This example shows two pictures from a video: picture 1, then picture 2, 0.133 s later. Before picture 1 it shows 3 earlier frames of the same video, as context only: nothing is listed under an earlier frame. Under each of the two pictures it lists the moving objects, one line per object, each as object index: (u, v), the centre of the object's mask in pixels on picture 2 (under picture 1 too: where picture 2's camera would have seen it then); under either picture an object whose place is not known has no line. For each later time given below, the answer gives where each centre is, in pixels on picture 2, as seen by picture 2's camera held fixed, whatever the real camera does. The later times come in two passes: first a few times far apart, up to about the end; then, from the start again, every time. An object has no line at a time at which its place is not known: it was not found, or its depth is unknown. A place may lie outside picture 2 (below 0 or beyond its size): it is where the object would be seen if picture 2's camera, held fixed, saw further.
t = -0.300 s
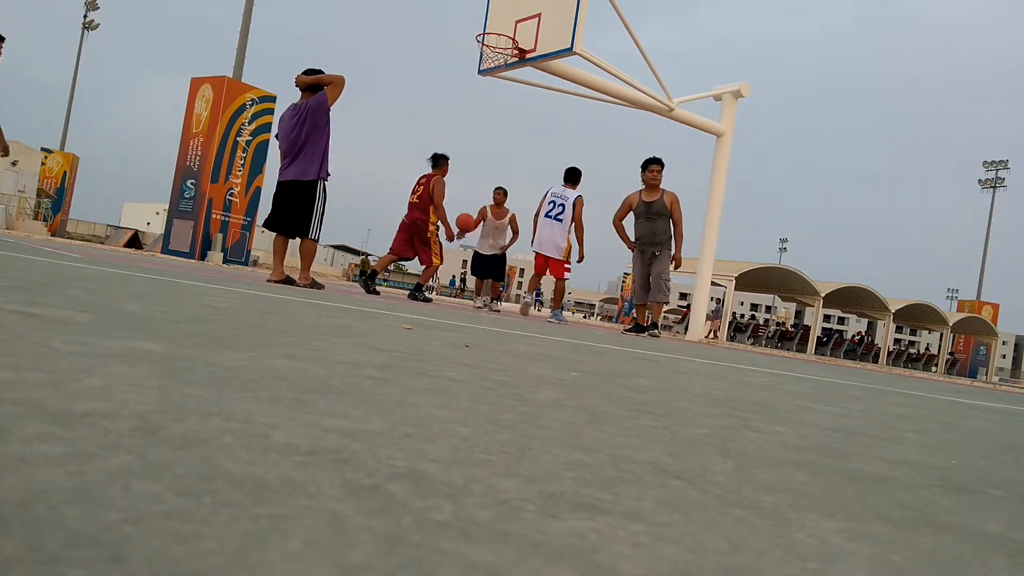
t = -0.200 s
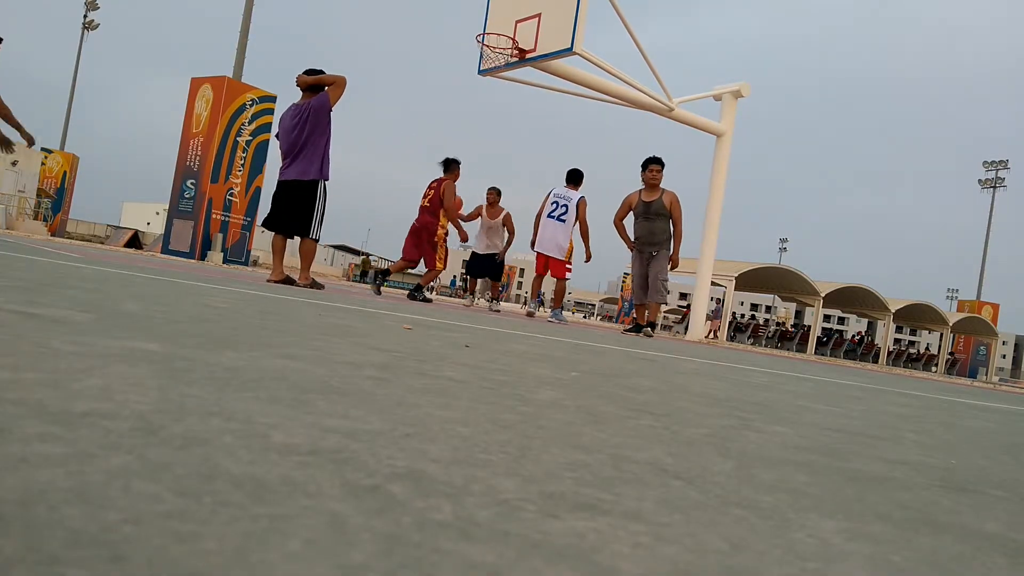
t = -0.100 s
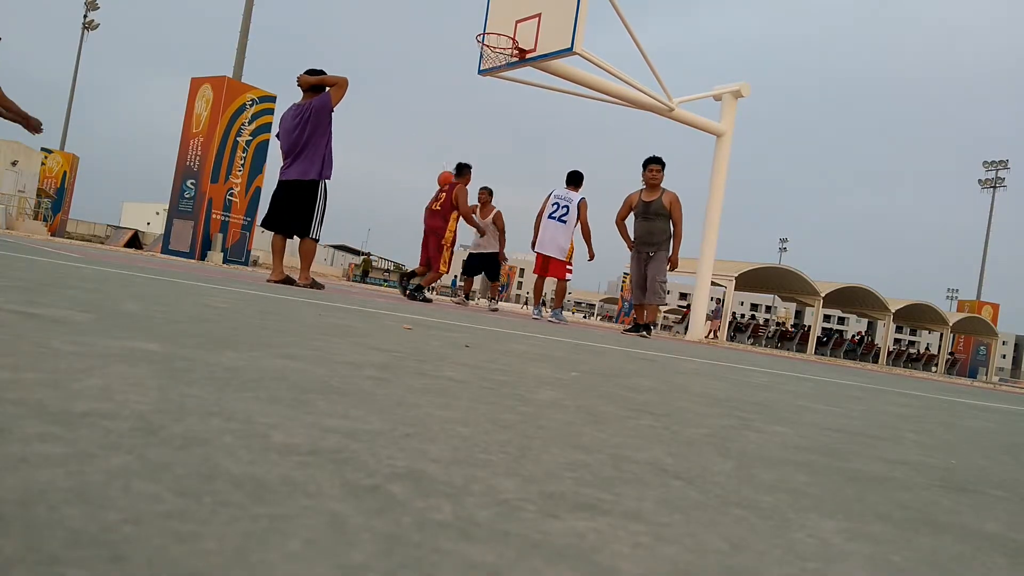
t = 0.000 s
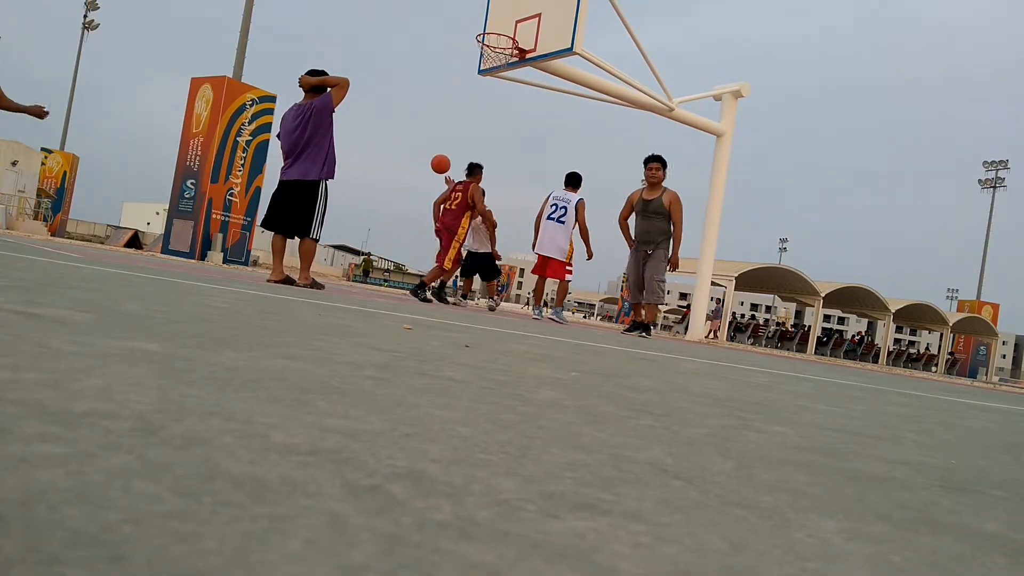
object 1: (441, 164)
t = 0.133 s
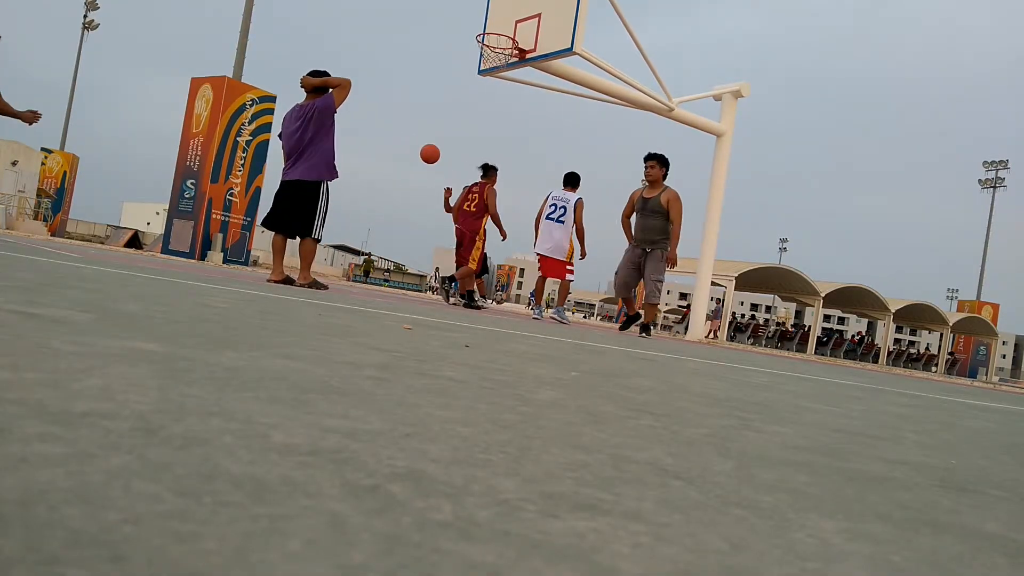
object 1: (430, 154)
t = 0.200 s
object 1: (424, 154)
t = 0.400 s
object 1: (401, 175)
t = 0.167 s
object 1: (427, 153)
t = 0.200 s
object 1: (424, 154)
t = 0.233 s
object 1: (420, 155)
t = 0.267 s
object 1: (417, 157)
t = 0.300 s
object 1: (413, 161)
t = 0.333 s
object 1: (409, 164)
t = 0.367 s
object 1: (405, 169)
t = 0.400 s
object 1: (401, 175)
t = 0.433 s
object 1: (397, 182)
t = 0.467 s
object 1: (393, 190)
